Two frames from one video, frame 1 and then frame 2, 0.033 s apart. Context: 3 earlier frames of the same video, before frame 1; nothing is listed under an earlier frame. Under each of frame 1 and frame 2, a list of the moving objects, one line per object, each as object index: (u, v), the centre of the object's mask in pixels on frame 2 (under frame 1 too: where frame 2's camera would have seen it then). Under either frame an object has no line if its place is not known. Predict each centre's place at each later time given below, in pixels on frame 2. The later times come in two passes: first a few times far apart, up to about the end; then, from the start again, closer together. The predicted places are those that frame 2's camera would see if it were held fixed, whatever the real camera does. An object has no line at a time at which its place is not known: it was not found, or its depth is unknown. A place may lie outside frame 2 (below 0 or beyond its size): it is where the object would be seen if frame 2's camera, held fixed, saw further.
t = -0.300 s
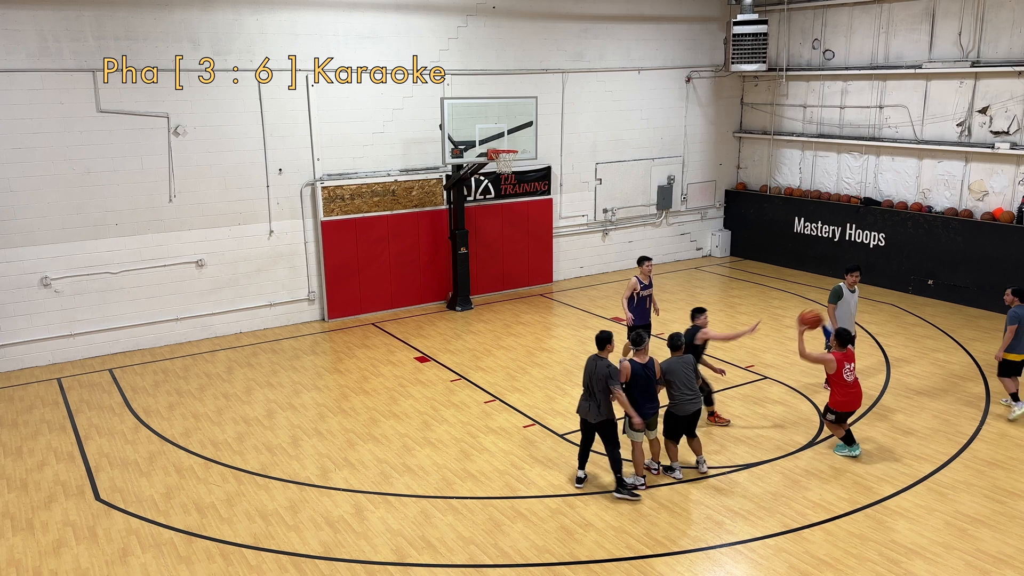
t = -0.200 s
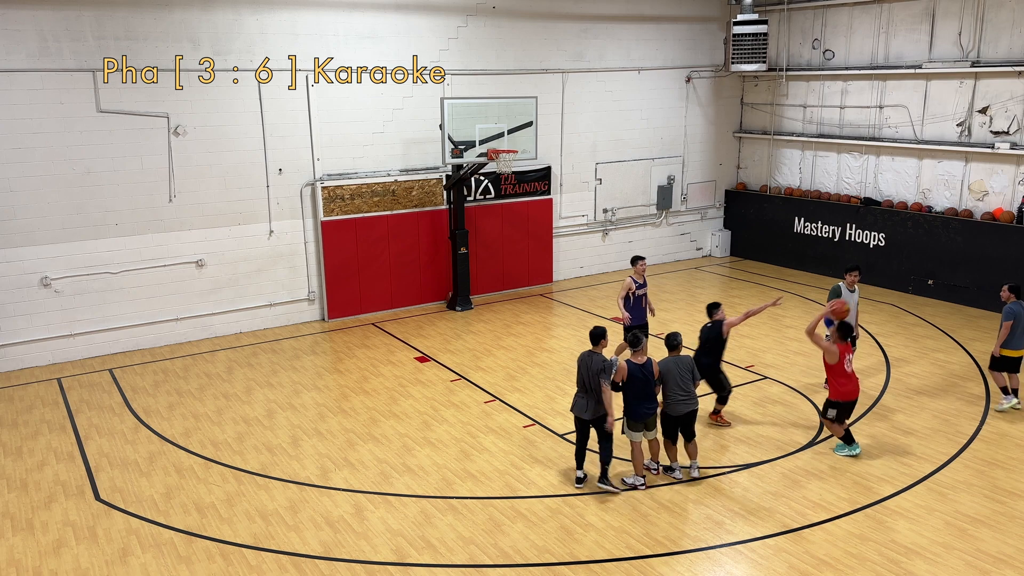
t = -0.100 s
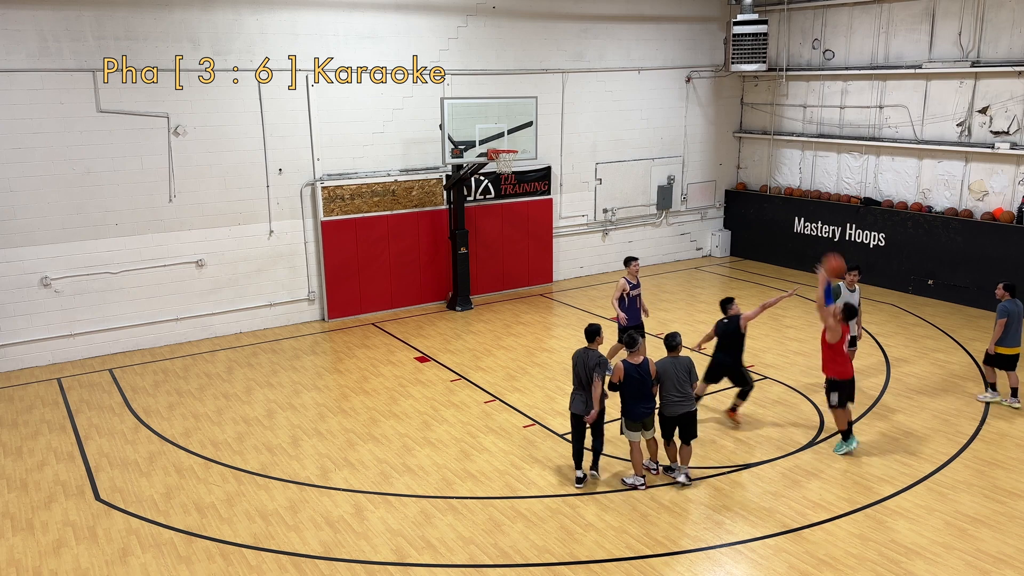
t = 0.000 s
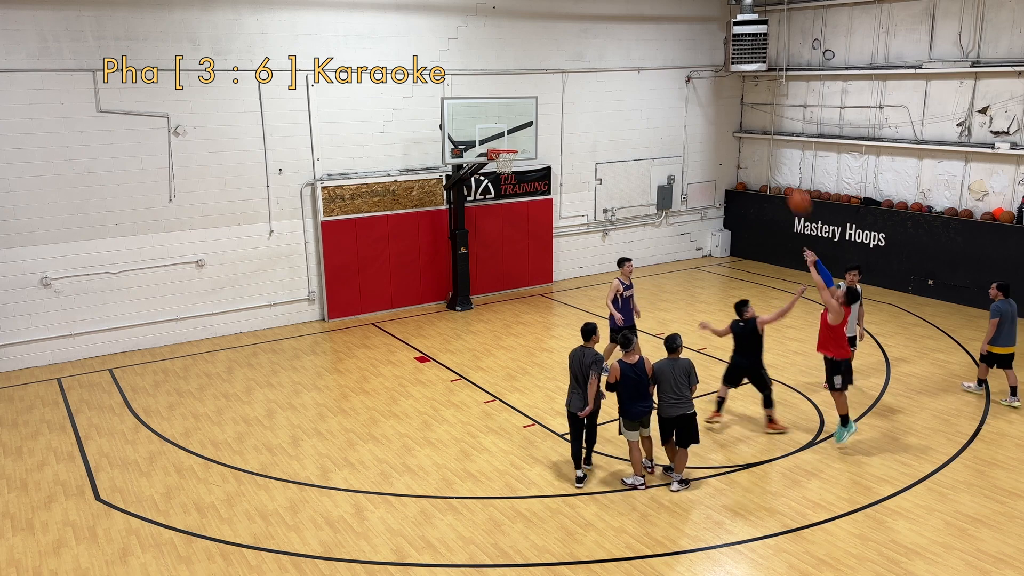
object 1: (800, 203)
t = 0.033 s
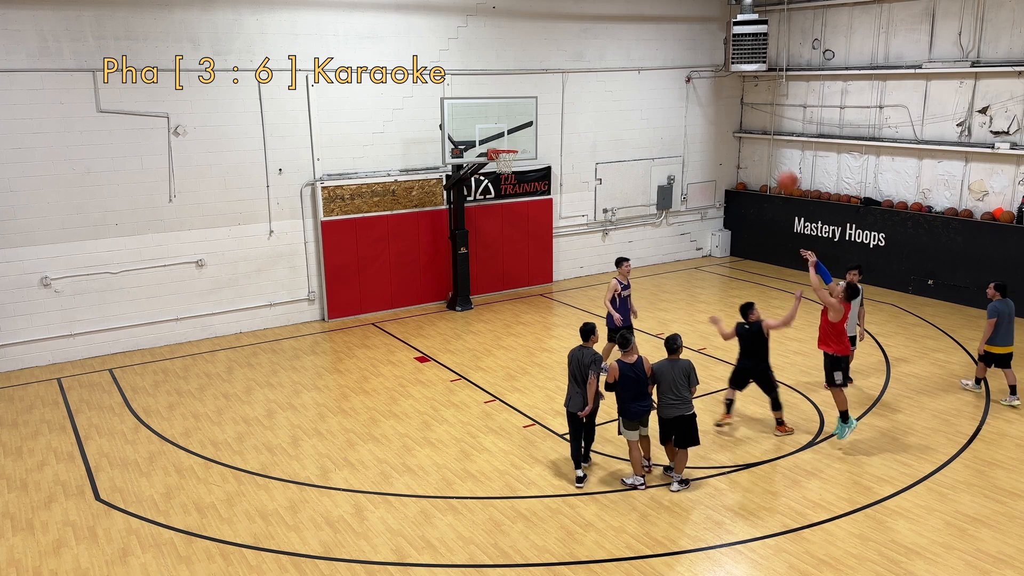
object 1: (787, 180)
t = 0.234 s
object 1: (721, 93)
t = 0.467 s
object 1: (652, 44)
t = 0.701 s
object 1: (593, 40)
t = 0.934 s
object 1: (545, 73)
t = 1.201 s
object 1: (499, 144)
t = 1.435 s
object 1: (489, 176)
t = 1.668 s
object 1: (463, 226)
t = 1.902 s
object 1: (440, 302)
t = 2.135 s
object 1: (419, 270)
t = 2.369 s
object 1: (400, 231)
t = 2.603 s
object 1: (381, 222)
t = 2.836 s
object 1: (365, 242)
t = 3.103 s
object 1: (350, 301)
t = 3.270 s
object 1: (337, 294)
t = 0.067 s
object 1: (776, 163)
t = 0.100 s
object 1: (764, 147)
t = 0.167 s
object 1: (742, 118)
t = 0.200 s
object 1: (731, 104)
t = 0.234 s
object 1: (721, 93)
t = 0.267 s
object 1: (711, 83)
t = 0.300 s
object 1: (700, 74)
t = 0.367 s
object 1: (681, 59)
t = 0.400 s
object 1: (671, 53)
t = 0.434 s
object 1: (662, 48)
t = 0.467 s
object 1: (652, 44)
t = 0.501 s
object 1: (643, 41)
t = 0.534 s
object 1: (634, 38)
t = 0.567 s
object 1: (626, 37)
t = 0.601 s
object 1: (617, 37)
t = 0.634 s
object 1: (609, 37)
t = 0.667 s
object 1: (601, 38)
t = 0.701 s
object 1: (593, 40)
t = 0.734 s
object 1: (586, 43)
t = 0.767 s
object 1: (578, 47)
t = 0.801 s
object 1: (571, 50)
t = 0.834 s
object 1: (564, 56)
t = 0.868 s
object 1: (558, 61)
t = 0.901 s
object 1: (551, 67)
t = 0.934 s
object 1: (545, 73)
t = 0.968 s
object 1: (538, 81)
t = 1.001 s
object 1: (532, 89)
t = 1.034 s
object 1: (526, 97)
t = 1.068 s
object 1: (520, 106)
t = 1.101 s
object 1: (514, 115)
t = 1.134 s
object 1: (509, 124)
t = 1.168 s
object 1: (504, 134)
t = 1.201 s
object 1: (499, 144)
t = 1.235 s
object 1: (502, 148)
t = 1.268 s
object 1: (511, 155)
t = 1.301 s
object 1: (507, 158)
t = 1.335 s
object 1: (501, 163)
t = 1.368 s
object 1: (497, 167)
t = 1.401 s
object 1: (493, 172)
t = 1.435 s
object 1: (489, 176)
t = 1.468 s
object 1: (485, 181)
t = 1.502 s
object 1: (481, 187)
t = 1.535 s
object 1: (478, 194)
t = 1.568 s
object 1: (474, 201)
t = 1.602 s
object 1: (470, 209)
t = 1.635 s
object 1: (466, 217)
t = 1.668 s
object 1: (463, 226)
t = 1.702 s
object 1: (459, 236)
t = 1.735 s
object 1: (455, 245)
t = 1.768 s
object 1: (452, 256)
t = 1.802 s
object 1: (449, 267)
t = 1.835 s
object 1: (445, 279)
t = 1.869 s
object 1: (443, 290)
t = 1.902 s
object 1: (440, 302)
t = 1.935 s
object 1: (436, 315)
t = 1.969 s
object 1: (432, 315)
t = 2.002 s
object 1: (430, 305)
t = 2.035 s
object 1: (427, 295)
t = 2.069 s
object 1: (424, 286)
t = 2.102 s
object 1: (421, 278)
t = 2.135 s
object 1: (419, 270)
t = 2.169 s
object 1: (416, 263)
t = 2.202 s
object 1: (413, 256)
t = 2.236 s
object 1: (411, 249)
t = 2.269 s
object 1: (407, 243)
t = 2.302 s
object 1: (404, 239)
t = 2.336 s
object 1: (402, 234)
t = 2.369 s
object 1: (400, 231)
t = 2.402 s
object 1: (397, 227)
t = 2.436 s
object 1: (394, 225)
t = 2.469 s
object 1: (392, 223)
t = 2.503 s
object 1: (389, 222)
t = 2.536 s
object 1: (386, 221)
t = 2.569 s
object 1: (384, 221)
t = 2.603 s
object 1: (381, 222)
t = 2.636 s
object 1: (379, 223)
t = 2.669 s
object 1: (377, 225)
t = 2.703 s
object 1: (374, 227)
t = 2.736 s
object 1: (372, 230)
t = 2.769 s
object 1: (370, 234)
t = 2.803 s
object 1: (368, 238)
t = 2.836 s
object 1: (365, 242)
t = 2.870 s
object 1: (363, 248)
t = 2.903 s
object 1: (361, 254)
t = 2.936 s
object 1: (359, 260)
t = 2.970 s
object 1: (357, 267)
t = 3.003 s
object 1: (355, 275)
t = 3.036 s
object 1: (353, 283)
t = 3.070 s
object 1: (352, 292)
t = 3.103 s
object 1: (350, 301)
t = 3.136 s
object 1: (348, 311)
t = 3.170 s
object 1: (347, 318)
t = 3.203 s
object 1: (343, 308)
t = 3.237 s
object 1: (340, 301)
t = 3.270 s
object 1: (337, 294)
